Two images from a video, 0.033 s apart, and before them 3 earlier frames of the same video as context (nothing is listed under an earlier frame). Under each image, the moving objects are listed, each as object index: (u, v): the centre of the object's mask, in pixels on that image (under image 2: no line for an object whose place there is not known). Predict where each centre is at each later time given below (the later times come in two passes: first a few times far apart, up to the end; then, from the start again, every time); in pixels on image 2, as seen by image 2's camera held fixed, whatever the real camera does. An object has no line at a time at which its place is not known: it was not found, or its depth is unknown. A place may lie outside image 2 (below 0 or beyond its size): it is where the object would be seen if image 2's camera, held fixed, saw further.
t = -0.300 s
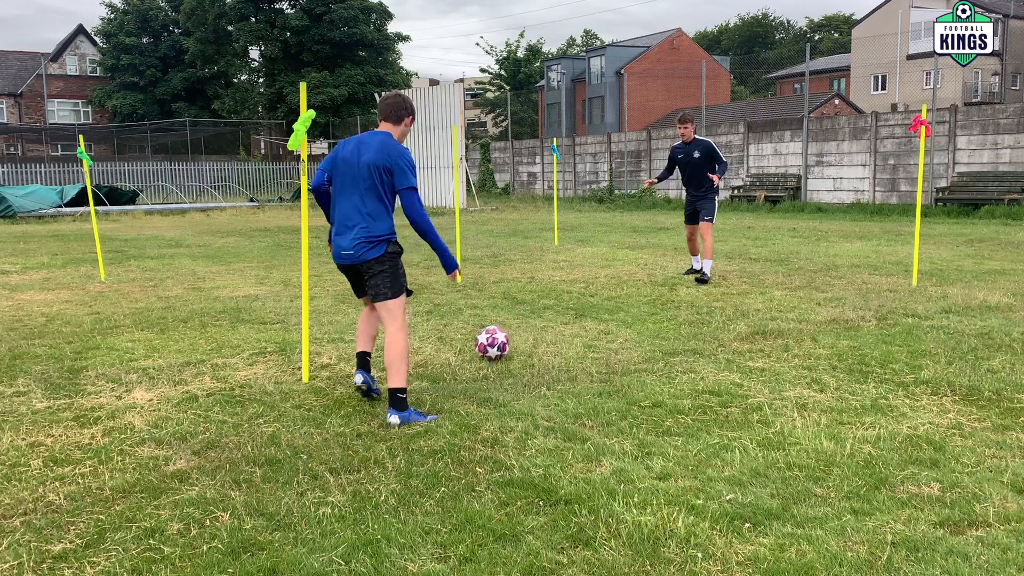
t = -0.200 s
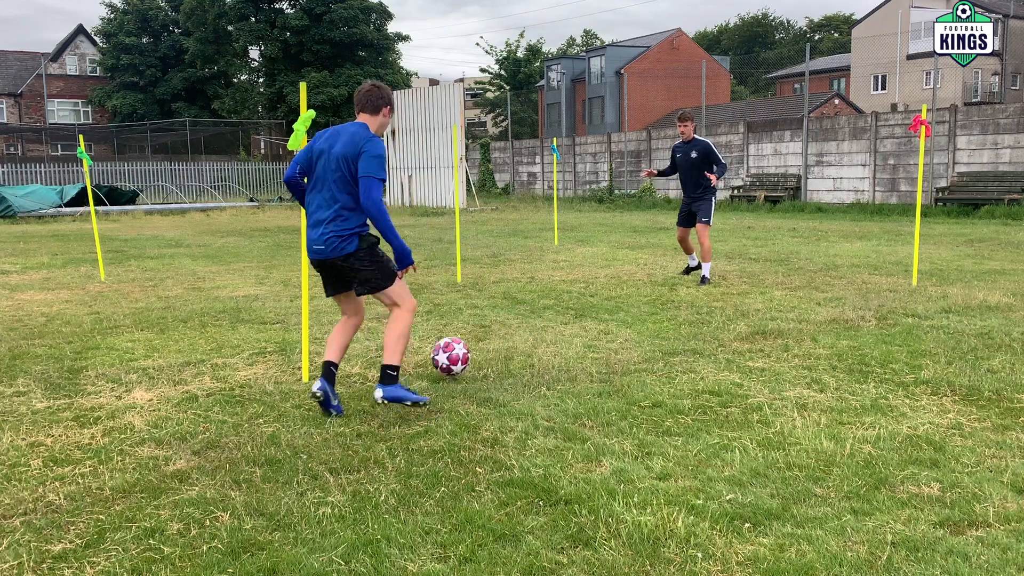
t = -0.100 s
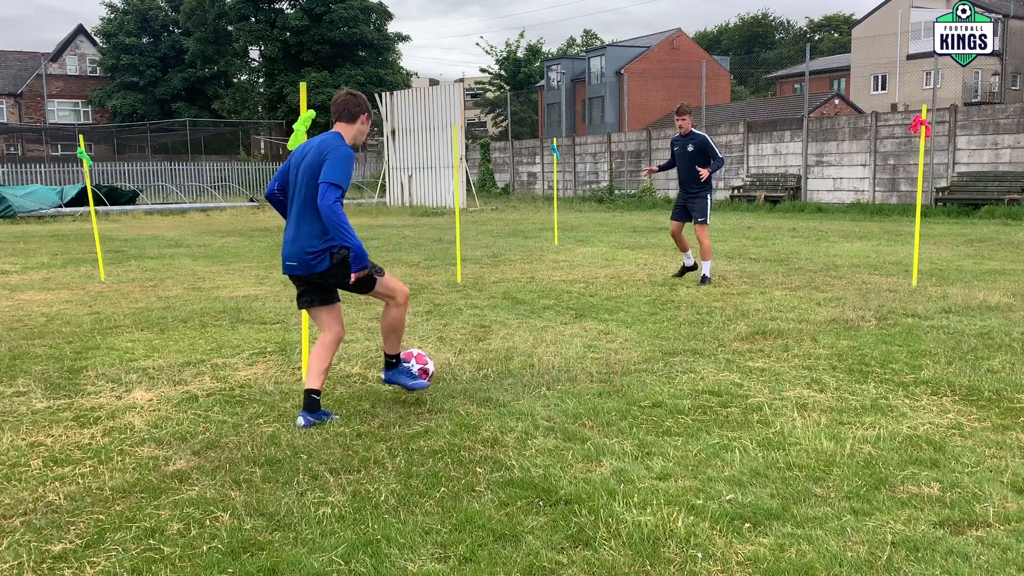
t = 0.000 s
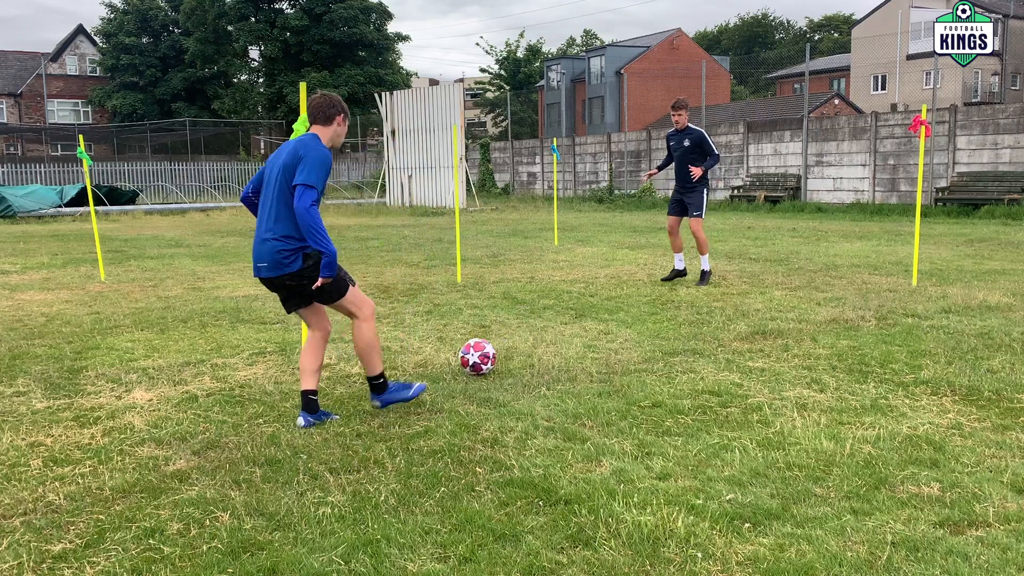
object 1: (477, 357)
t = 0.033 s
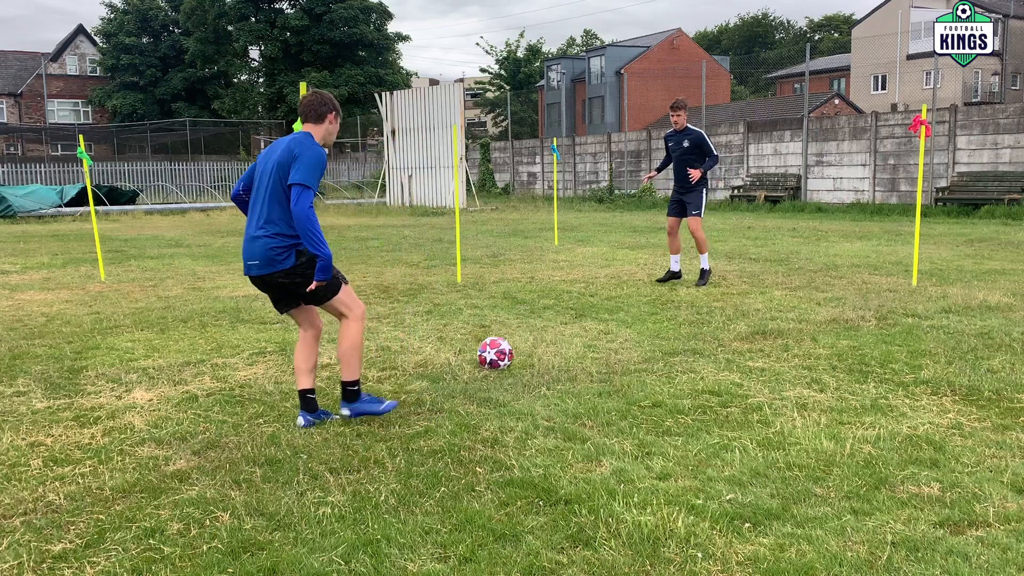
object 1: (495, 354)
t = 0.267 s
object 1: (576, 323)
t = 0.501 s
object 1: (618, 304)
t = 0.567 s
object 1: (627, 300)
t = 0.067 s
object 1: (509, 345)
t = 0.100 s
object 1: (522, 338)
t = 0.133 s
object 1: (534, 332)
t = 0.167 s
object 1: (545, 328)
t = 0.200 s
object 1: (556, 326)
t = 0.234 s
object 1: (567, 325)
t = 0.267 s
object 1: (576, 323)
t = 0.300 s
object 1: (583, 318)
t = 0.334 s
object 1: (590, 313)
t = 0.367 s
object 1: (596, 310)
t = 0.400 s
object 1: (602, 308)
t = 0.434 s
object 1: (608, 308)
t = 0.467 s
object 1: (614, 306)
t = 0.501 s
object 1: (618, 304)
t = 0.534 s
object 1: (623, 301)
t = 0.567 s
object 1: (627, 300)
